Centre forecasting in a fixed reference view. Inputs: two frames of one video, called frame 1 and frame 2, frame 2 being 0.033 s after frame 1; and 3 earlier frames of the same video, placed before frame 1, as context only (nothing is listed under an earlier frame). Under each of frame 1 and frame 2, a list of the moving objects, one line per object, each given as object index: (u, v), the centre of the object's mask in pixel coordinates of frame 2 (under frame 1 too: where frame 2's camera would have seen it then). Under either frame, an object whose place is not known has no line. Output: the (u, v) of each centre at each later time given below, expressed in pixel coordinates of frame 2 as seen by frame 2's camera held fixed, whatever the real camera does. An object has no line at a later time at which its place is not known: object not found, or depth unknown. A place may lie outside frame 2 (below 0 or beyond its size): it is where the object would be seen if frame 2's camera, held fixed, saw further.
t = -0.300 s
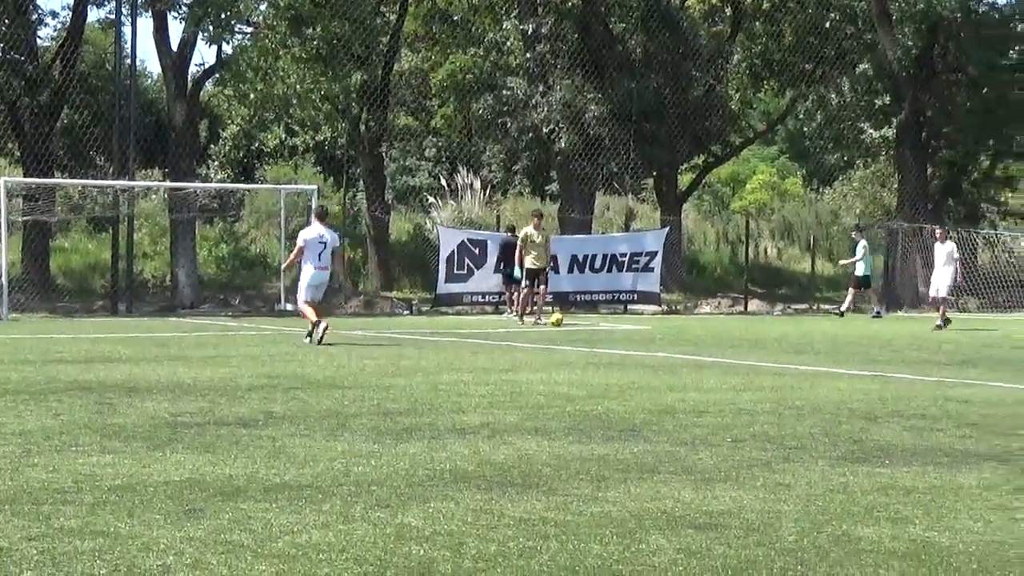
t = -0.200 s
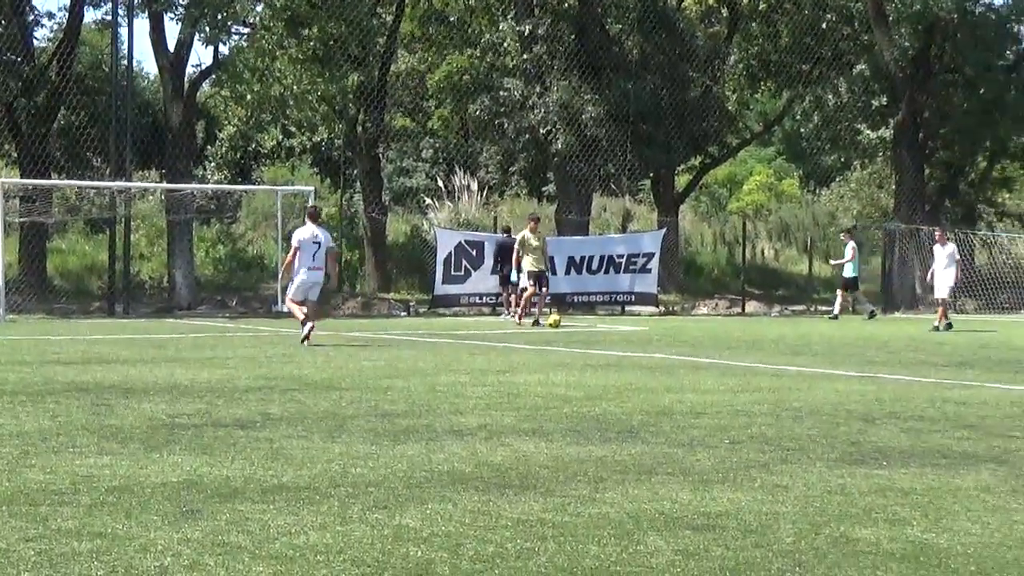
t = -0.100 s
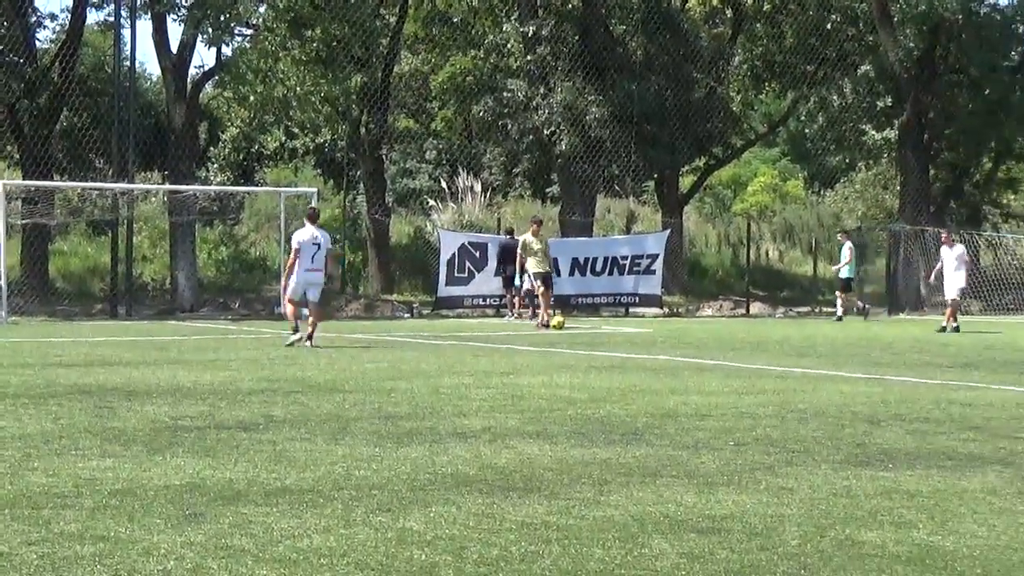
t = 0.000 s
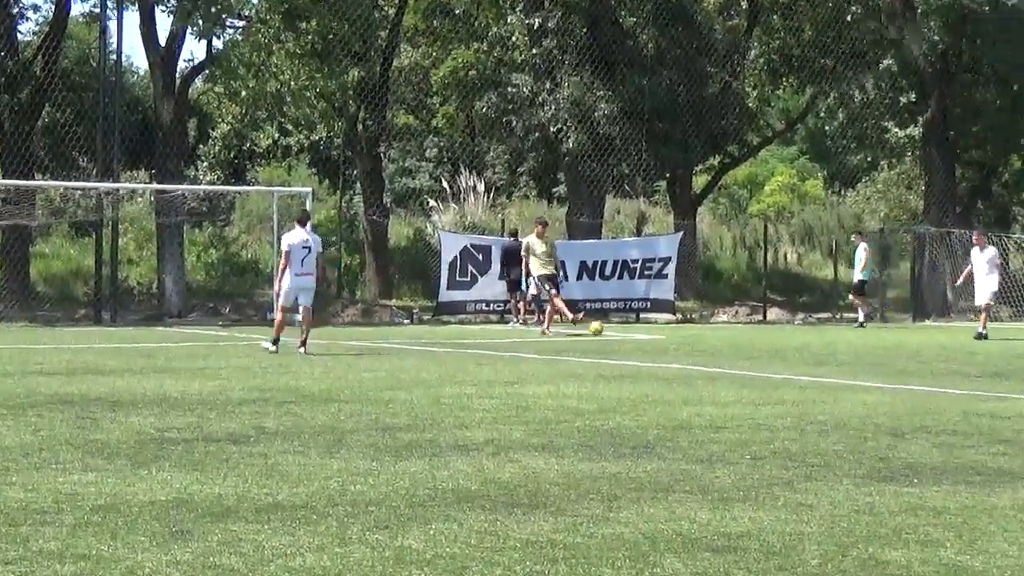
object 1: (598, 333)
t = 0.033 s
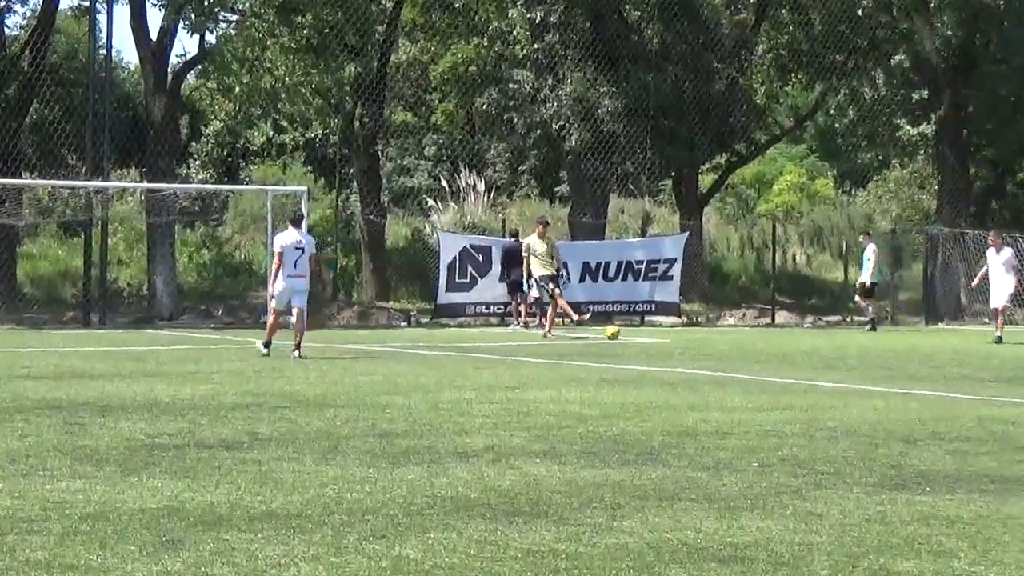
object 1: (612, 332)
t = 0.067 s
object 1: (626, 332)
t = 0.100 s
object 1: (639, 332)
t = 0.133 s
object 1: (650, 333)
